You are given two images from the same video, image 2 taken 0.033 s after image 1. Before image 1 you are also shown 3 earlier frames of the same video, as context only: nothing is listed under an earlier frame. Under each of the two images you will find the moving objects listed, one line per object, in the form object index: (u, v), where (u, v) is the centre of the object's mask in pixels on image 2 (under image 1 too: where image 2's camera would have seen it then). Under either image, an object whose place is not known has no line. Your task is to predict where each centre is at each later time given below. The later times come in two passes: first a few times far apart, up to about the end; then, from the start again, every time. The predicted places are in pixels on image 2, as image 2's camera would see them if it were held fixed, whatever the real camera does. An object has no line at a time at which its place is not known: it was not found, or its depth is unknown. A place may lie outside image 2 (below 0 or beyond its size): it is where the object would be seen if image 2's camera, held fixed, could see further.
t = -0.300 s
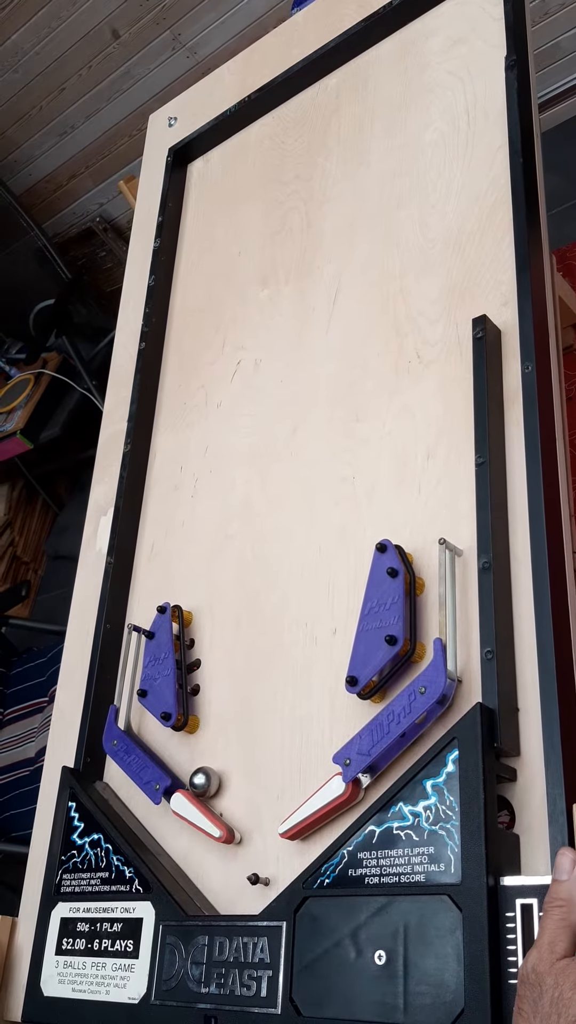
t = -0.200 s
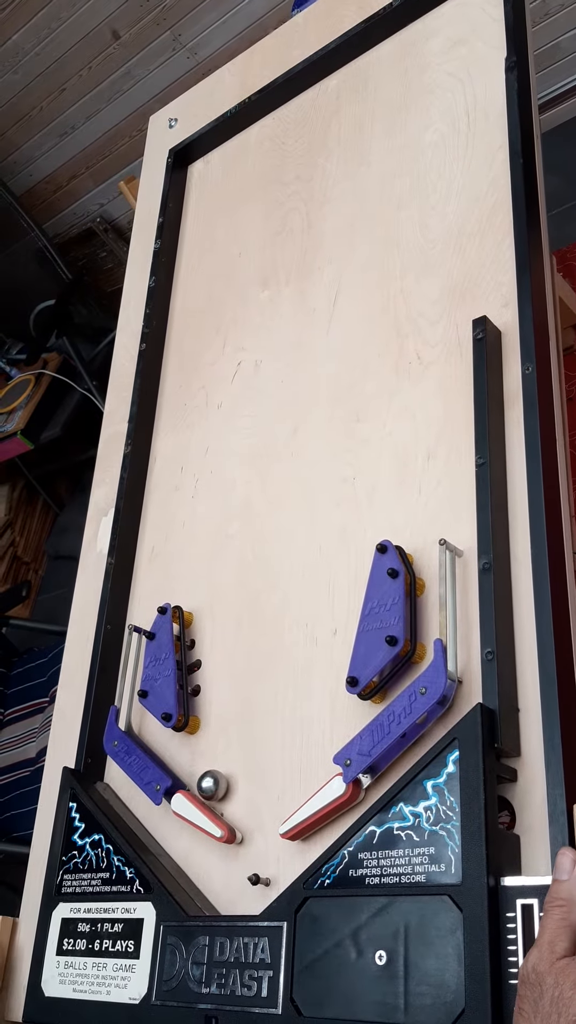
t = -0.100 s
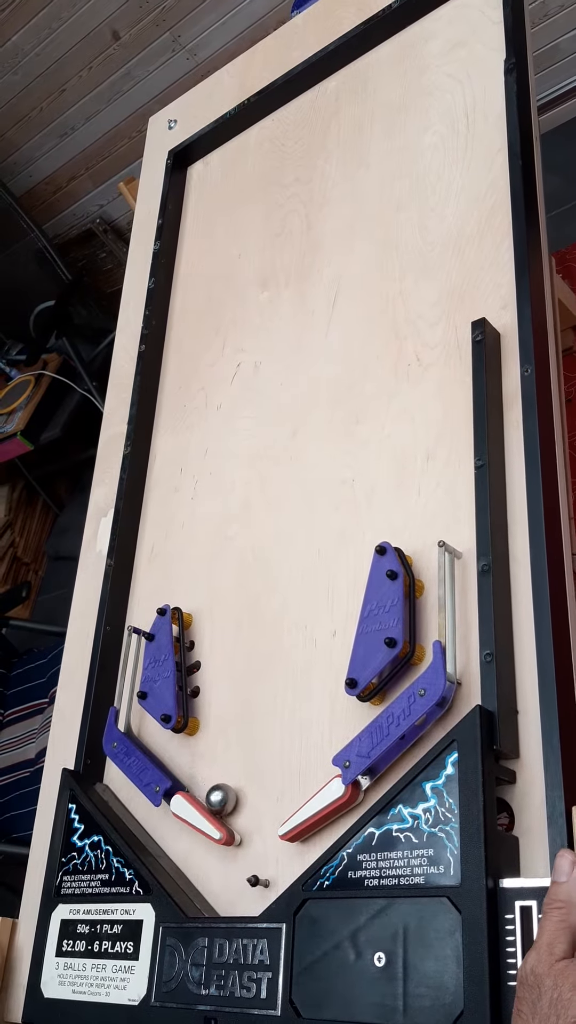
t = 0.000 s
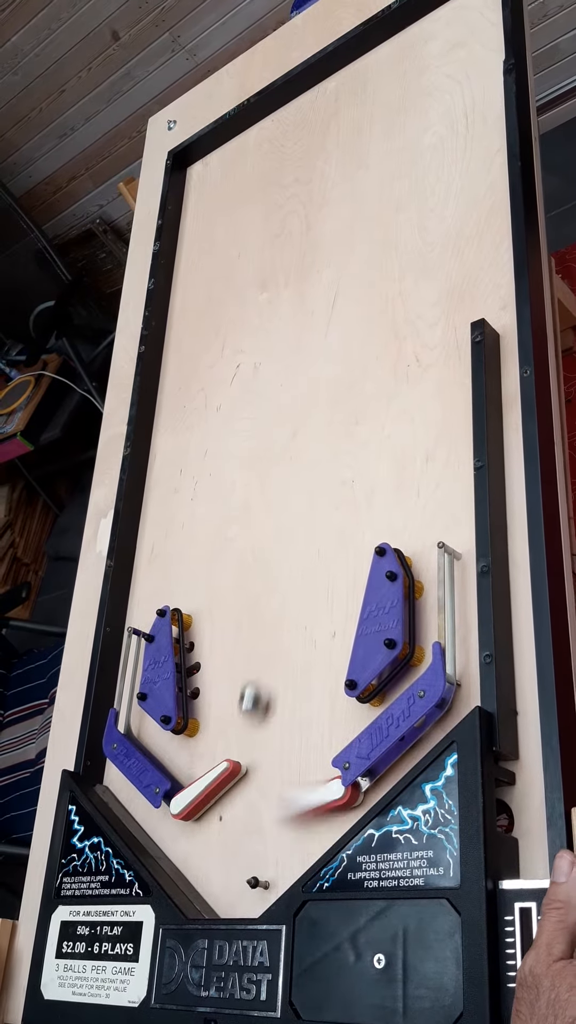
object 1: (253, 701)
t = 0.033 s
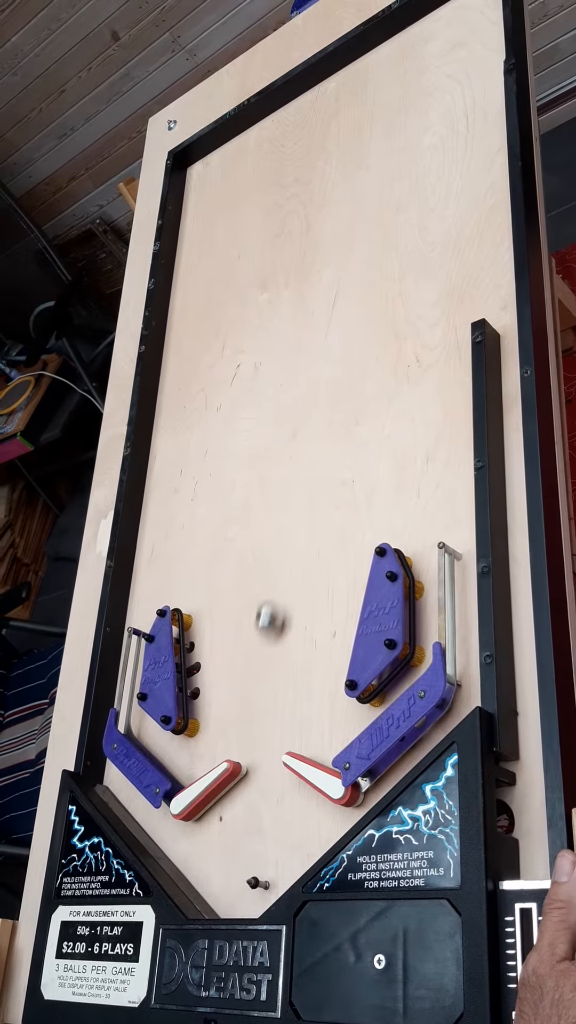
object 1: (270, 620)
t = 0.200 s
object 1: (332, 318)
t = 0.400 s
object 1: (383, 88)
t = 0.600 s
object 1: (384, 102)
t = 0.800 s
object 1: (382, 183)
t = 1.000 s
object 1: (384, 283)
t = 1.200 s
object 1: (388, 421)
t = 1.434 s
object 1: (387, 481)
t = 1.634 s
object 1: (377, 405)
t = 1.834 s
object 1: (370, 361)
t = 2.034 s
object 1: (364, 343)
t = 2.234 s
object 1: (360, 349)
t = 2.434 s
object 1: (357, 379)
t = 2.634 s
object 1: (354, 434)
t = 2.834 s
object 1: (352, 518)
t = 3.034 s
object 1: (345, 638)
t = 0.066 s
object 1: (284, 547)
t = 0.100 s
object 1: (298, 481)
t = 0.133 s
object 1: (310, 422)
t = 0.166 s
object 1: (321, 367)
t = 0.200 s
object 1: (332, 318)
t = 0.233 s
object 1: (341, 272)
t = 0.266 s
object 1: (351, 232)
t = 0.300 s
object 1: (359, 193)
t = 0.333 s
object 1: (367, 156)
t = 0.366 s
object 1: (376, 121)
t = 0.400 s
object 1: (383, 88)
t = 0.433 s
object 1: (391, 56)
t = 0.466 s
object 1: (396, 32)
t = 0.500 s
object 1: (390, 48)
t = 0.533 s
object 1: (389, 68)
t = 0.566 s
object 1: (386, 86)
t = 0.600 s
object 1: (384, 102)
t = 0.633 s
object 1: (383, 117)
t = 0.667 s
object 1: (382, 130)
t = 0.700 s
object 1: (381, 143)
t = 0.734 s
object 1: (381, 156)
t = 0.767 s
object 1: (382, 169)
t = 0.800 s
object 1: (382, 183)
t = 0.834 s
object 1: (382, 197)
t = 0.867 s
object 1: (382, 212)
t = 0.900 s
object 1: (383, 228)
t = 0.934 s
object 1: (383, 246)
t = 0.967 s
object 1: (384, 264)
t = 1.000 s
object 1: (384, 283)
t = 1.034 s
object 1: (385, 303)
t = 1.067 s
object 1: (385, 324)
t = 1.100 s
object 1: (386, 346)
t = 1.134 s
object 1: (386, 370)
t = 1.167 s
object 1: (387, 394)
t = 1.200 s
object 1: (388, 421)
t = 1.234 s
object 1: (389, 448)
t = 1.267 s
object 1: (390, 477)
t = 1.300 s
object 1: (391, 508)
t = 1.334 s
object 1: (392, 536)
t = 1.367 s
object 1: (390, 517)
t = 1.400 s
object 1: (388, 498)
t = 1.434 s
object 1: (387, 481)
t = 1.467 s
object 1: (385, 466)
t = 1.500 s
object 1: (383, 452)
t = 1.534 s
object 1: (382, 439)
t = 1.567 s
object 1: (380, 427)
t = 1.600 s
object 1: (379, 416)
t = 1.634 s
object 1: (377, 405)
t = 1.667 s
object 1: (376, 396)
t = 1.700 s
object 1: (375, 387)
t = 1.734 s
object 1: (373, 379)
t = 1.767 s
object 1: (372, 373)
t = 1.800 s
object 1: (371, 366)
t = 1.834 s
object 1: (370, 361)
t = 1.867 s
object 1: (368, 356)
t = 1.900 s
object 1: (368, 352)
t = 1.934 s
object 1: (367, 349)
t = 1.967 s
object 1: (366, 346)
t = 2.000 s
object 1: (365, 345)
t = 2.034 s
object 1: (364, 343)
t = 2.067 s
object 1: (363, 343)
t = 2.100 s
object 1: (363, 343)
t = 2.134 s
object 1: (362, 343)
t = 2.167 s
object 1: (361, 345)
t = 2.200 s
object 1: (360, 347)
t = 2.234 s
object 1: (360, 349)
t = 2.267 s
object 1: (359, 353)
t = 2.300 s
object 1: (359, 357)
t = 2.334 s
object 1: (358, 361)
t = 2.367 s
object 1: (357, 366)
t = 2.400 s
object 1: (357, 373)
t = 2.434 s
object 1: (357, 379)
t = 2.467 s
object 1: (356, 387)
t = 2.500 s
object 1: (356, 395)
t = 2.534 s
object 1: (356, 403)
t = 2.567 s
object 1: (355, 413)
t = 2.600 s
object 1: (355, 423)
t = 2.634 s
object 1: (354, 434)
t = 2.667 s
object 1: (354, 446)
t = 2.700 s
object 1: (354, 459)
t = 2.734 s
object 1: (353, 473)
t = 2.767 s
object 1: (353, 487)
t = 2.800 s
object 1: (353, 502)
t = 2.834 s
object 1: (352, 518)
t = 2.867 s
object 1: (352, 535)
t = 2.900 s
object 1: (351, 554)
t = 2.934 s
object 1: (352, 573)
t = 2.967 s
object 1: (350, 594)
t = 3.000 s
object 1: (348, 614)
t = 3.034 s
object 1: (345, 638)
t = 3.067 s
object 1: (343, 663)
